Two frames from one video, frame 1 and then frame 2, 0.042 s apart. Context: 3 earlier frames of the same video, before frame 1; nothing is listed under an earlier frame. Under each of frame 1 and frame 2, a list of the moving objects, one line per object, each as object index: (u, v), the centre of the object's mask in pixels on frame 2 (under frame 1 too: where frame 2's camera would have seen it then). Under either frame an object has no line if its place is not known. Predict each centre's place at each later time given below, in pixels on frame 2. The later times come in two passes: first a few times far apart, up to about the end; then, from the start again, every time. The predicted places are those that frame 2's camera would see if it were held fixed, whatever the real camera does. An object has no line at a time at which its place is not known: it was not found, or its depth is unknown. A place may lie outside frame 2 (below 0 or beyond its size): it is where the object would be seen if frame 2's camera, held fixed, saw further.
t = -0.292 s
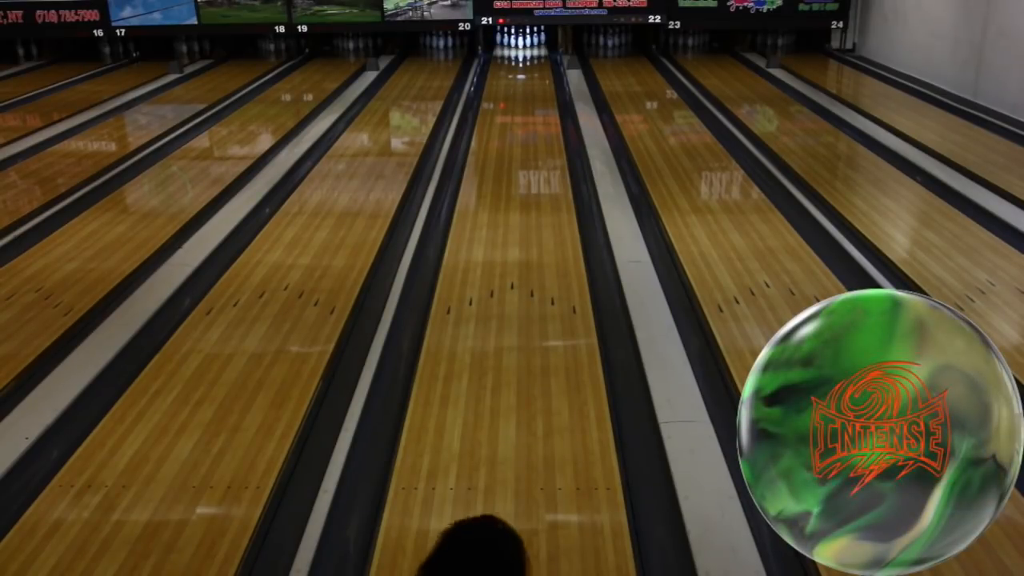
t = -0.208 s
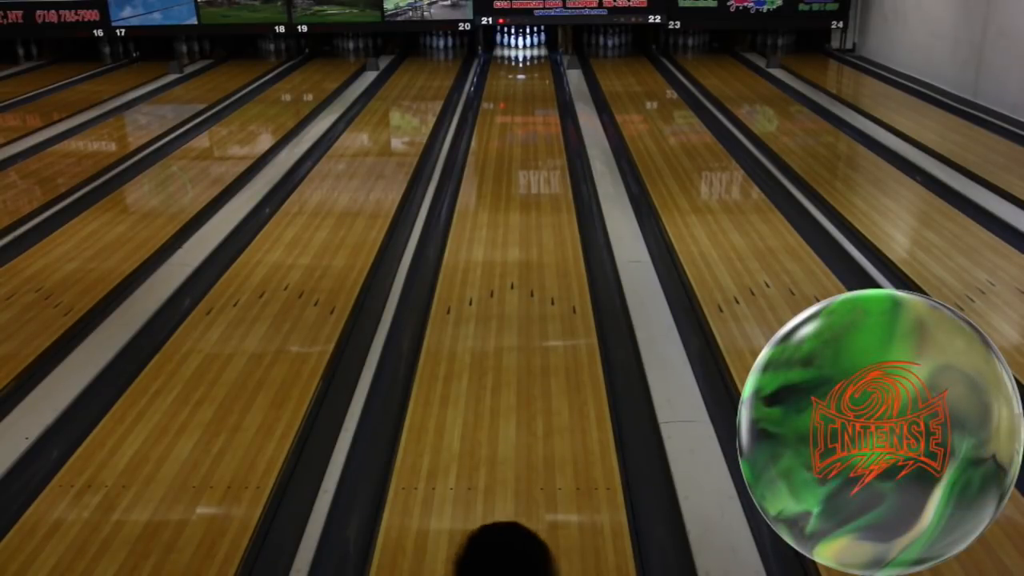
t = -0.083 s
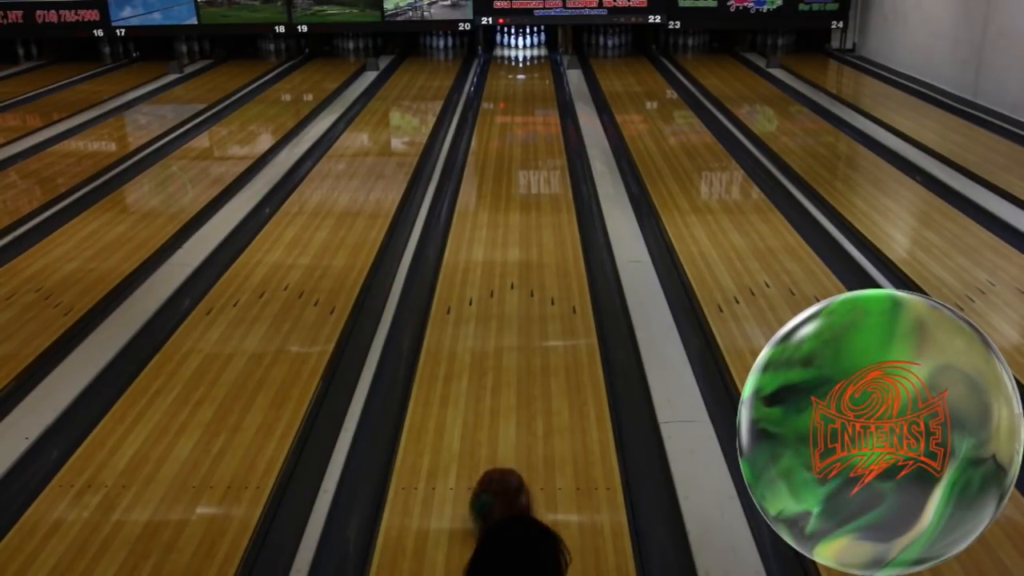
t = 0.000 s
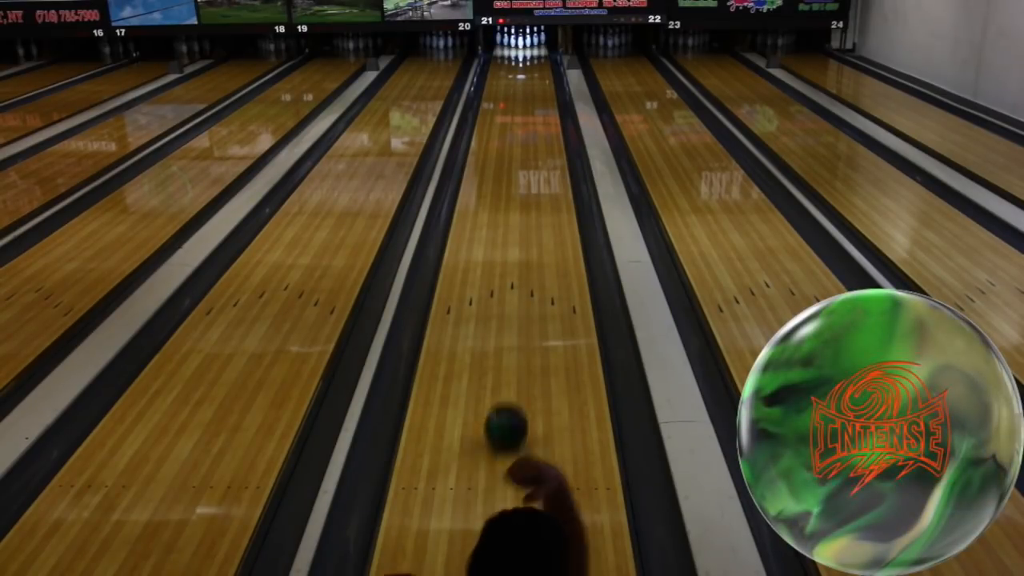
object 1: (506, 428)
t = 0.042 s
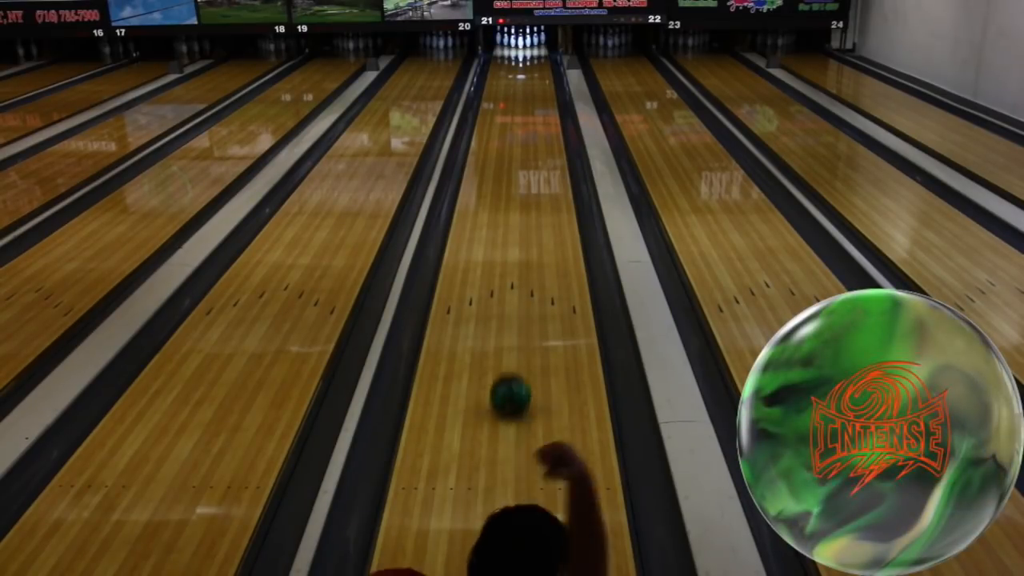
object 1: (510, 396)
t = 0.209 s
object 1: (523, 301)
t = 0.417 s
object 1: (533, 228)
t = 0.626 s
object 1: (540, 177)
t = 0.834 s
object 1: (543, 141)
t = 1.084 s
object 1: (545, 110)
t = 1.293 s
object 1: (545, 91)
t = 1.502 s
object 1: (543, 76)
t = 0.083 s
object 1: (514, 368)
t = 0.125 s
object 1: (518, 343)
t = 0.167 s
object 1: (520, 321)
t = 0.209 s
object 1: (523, 301)
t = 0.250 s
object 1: (526, 283)
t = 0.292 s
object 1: (528, 267)
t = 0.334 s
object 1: (530, 253)
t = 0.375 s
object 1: (532, 240)
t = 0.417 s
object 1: (533, 228)
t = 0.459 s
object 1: (535, 216)
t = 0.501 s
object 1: (536, 205)
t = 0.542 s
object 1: (538, 196)
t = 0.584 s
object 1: (539, 186)
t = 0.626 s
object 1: (540, 177)
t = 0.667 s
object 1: (540, 169)
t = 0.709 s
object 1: (541, 162)
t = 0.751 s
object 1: (542, 155)
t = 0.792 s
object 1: (542, 147)
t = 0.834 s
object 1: (543, 141)
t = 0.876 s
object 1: (544, 135)
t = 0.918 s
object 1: (544, 130)
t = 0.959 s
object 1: (545, 124)
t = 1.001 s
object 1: (545, 119)
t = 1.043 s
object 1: (545, 115)
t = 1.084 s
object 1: (545, 110)
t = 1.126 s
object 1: (545, 106)
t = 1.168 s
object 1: (546, 102)
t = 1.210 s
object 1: (545, 98)
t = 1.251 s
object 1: (546, 94)
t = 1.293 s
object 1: (545, 91)
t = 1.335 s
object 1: (545, 87)
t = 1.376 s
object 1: (544, 84)
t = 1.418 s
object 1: (544, 81)
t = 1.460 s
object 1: (544, 78)
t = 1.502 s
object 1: (543, 76)
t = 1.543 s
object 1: (542, 73)
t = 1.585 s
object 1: (541, 70)
